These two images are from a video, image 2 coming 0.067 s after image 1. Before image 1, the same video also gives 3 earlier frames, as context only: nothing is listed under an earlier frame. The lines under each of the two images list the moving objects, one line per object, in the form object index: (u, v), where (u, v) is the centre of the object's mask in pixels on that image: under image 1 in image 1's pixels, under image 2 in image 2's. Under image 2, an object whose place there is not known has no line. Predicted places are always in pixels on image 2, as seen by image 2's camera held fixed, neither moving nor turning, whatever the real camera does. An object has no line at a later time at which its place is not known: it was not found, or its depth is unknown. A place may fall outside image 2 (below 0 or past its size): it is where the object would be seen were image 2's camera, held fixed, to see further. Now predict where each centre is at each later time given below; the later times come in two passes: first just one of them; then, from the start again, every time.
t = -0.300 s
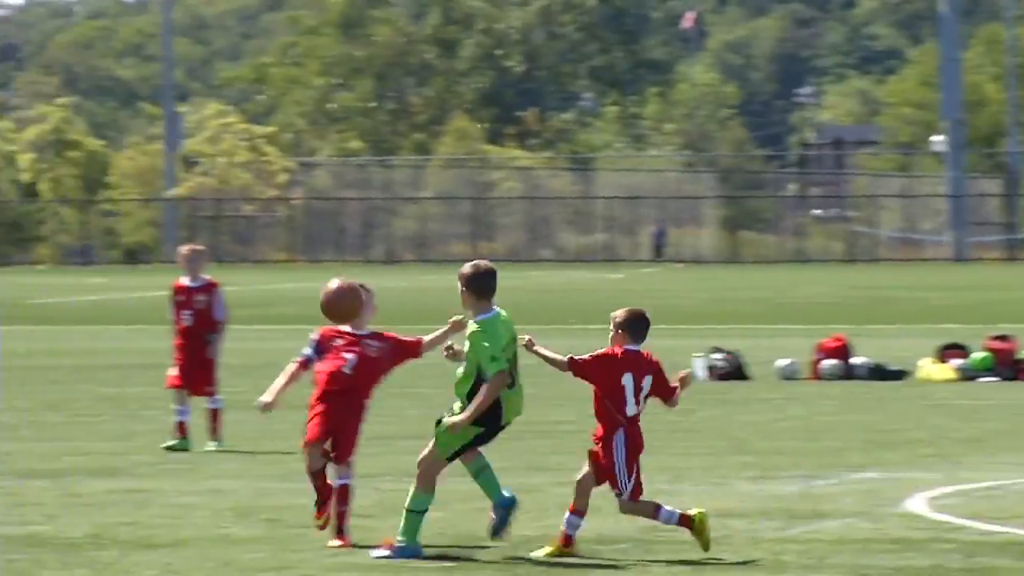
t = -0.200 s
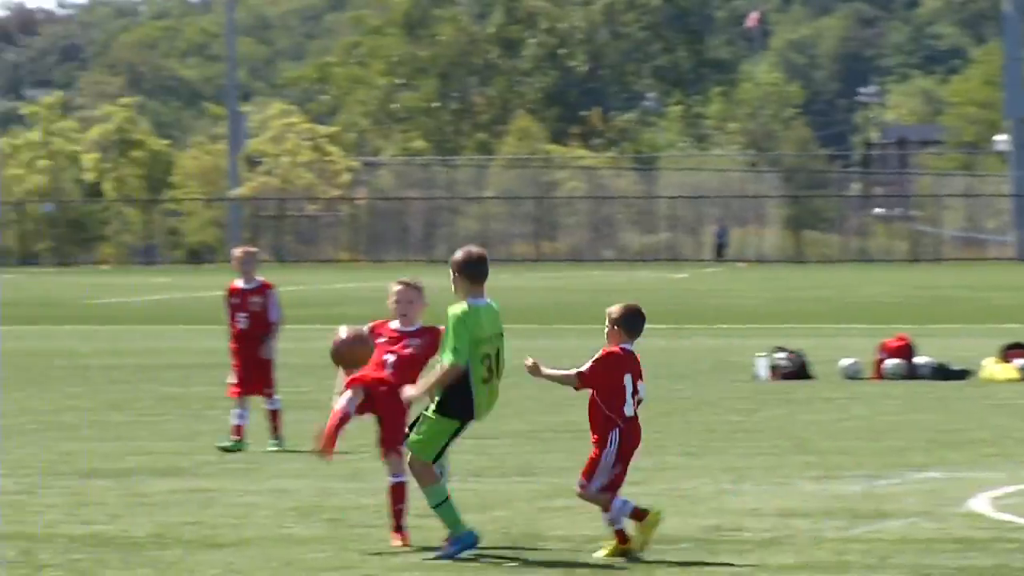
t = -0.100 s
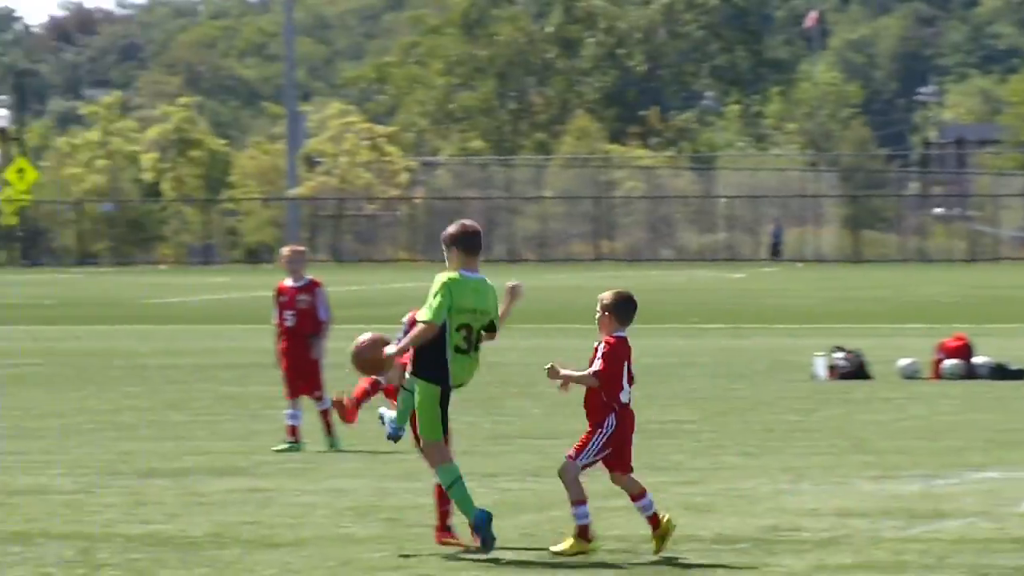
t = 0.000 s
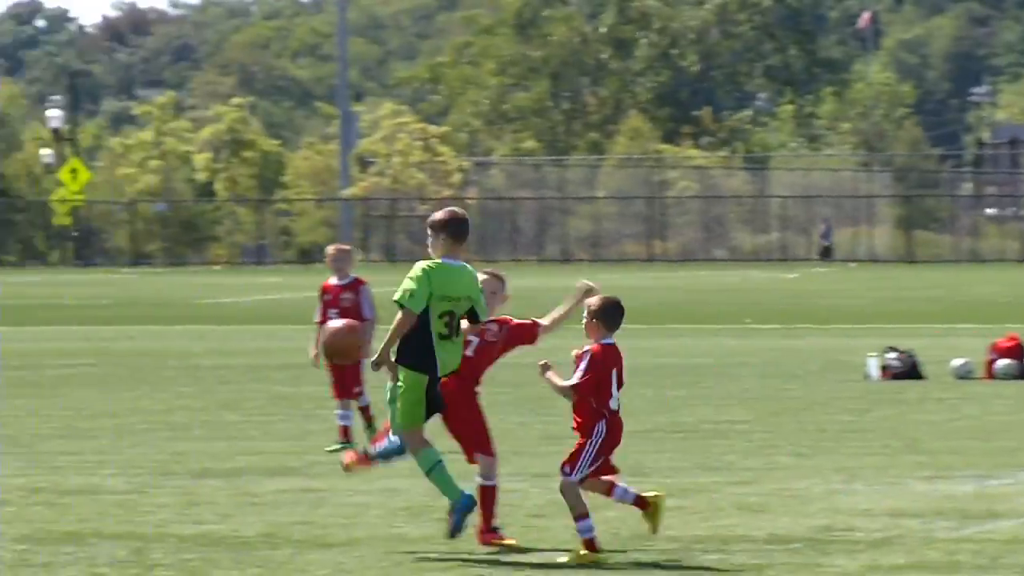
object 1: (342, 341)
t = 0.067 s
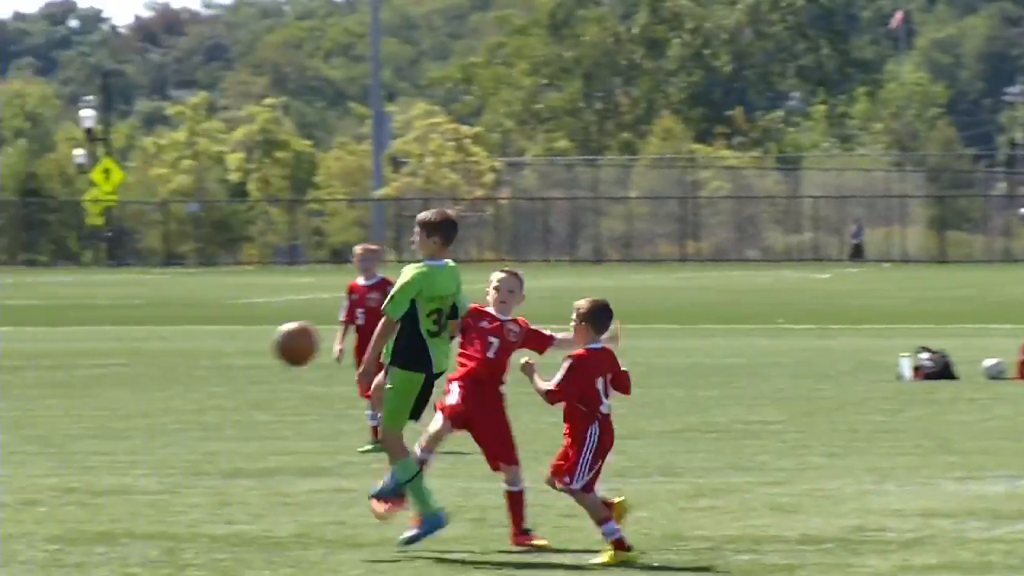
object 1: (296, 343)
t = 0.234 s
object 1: (94, 393)
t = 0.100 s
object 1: (256, 348)
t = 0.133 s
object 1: (216, 355)
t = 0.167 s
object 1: (175, 366)
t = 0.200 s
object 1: (135, 378)
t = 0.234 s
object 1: (94, 393)
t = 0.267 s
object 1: (52, 410)
